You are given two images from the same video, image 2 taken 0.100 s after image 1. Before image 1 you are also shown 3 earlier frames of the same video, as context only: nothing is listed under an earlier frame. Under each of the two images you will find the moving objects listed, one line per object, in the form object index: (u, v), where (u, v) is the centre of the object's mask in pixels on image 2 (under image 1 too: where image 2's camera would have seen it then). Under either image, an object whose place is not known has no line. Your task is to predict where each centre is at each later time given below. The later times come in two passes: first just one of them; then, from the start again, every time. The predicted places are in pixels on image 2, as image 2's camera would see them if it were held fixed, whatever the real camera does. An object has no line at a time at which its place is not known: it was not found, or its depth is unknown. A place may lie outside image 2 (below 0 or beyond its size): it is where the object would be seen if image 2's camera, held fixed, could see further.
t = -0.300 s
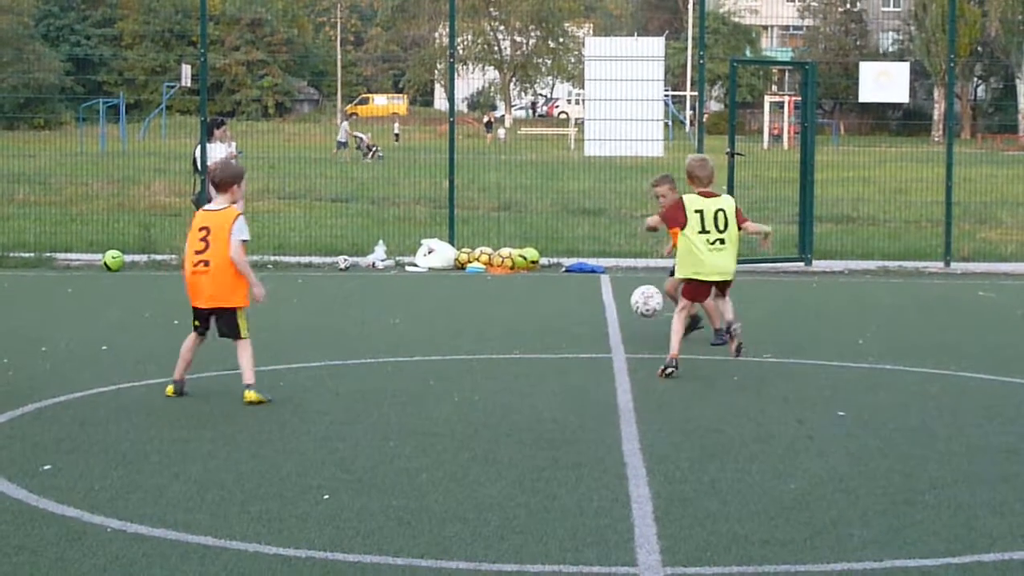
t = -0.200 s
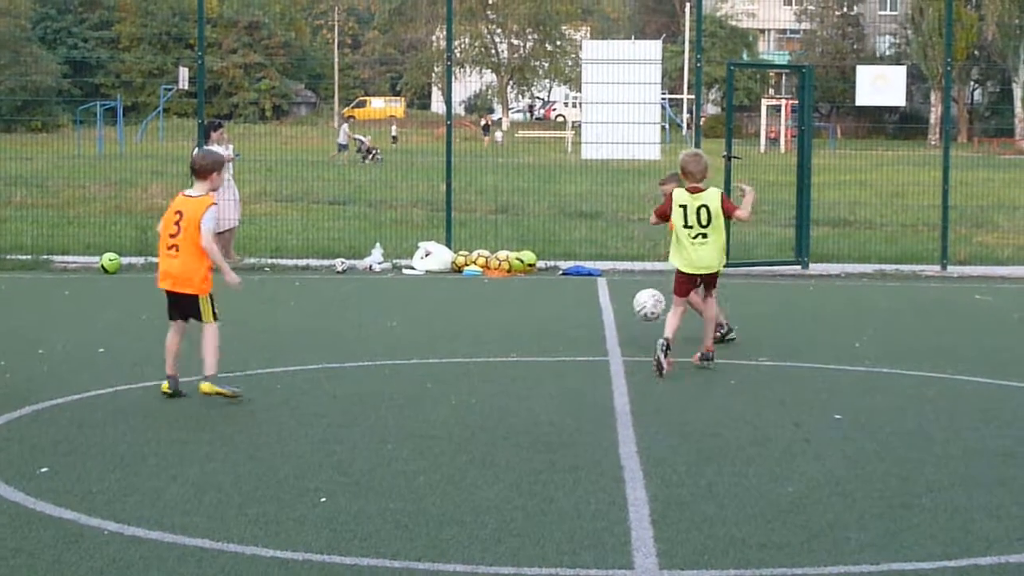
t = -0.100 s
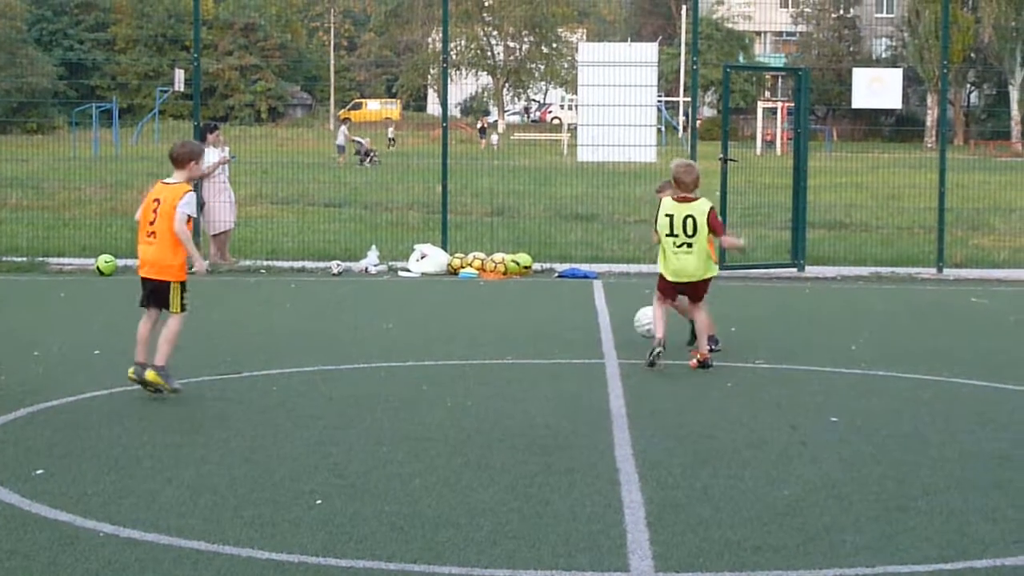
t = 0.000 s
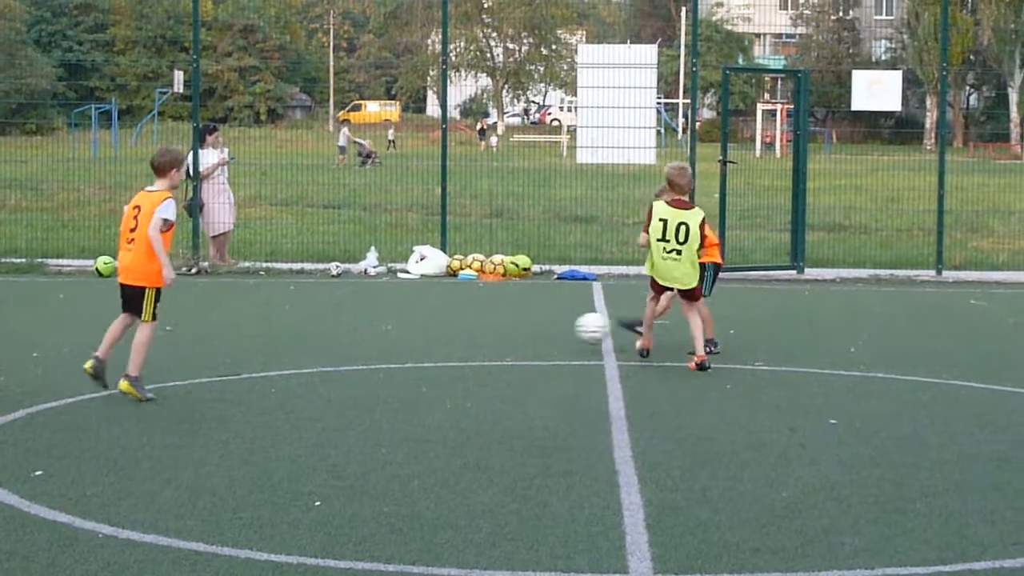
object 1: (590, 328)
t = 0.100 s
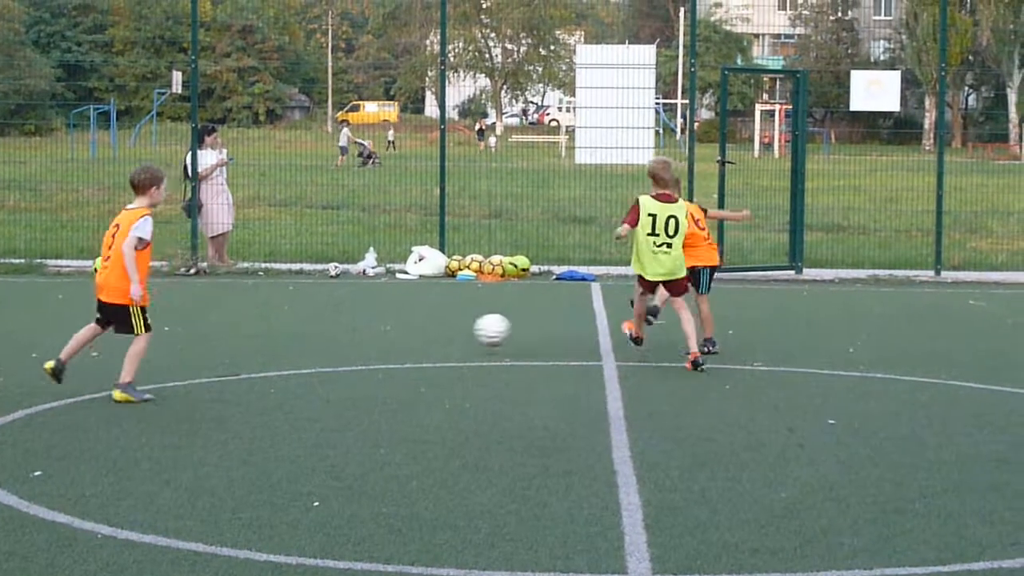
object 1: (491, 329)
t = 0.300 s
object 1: (313, 335)
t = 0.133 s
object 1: (458, 333)
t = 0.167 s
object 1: (424, 338)
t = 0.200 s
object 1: (394, 339)
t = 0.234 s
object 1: (367, 335)
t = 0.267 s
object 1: (340, 334)
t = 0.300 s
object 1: (313, 335)
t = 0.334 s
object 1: (286, 336)
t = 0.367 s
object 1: (258, 341)
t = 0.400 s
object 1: (234, 341)
